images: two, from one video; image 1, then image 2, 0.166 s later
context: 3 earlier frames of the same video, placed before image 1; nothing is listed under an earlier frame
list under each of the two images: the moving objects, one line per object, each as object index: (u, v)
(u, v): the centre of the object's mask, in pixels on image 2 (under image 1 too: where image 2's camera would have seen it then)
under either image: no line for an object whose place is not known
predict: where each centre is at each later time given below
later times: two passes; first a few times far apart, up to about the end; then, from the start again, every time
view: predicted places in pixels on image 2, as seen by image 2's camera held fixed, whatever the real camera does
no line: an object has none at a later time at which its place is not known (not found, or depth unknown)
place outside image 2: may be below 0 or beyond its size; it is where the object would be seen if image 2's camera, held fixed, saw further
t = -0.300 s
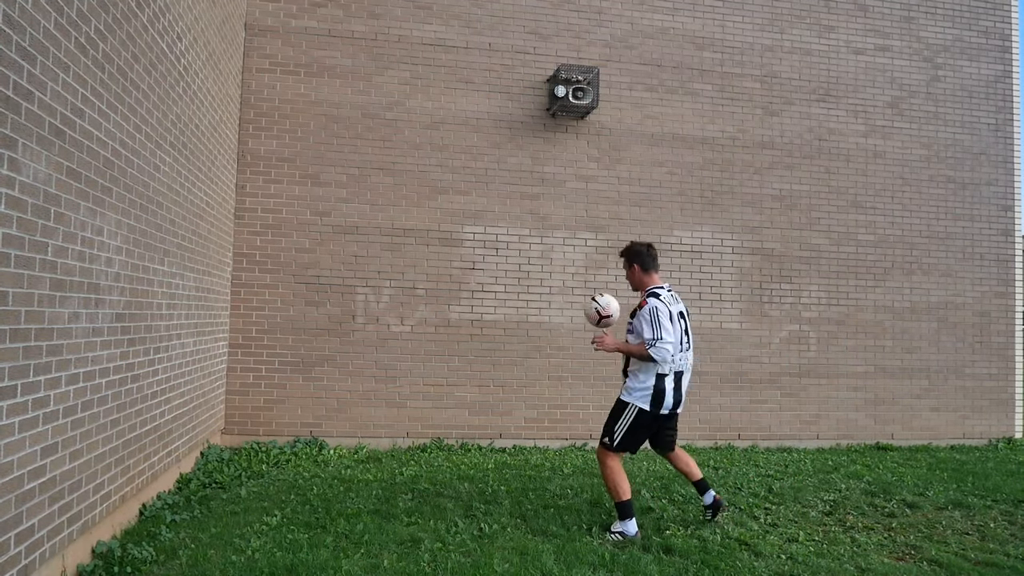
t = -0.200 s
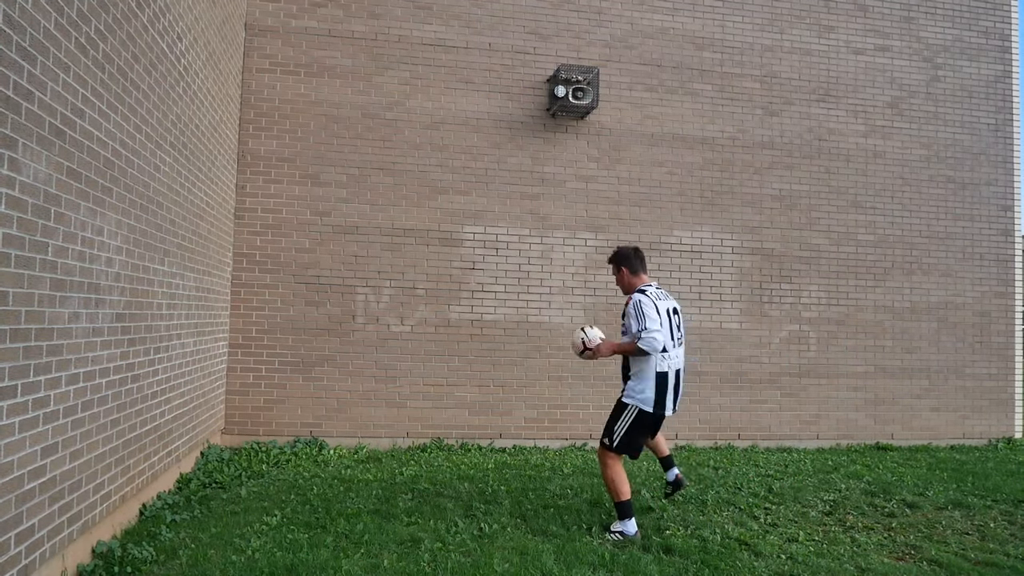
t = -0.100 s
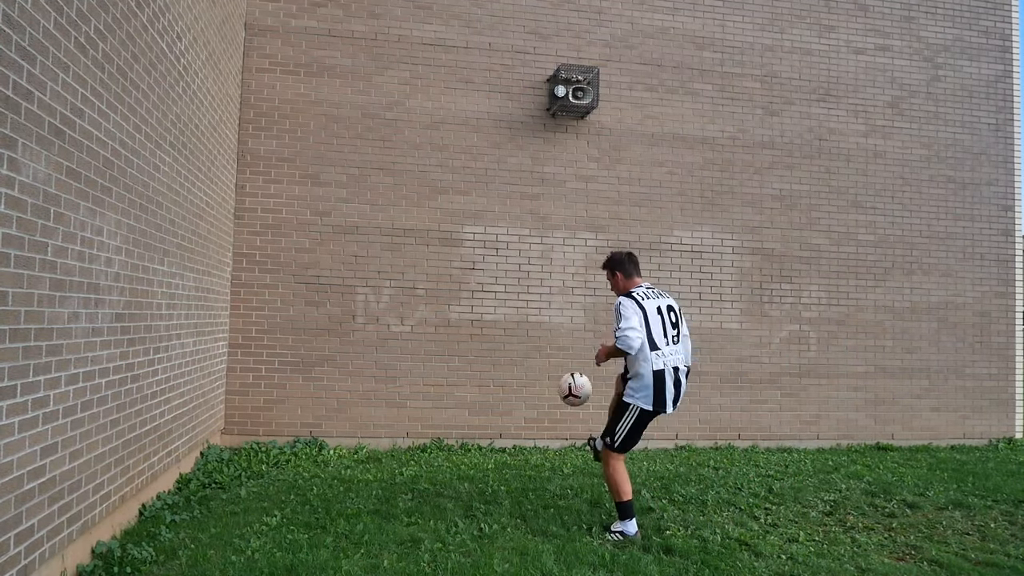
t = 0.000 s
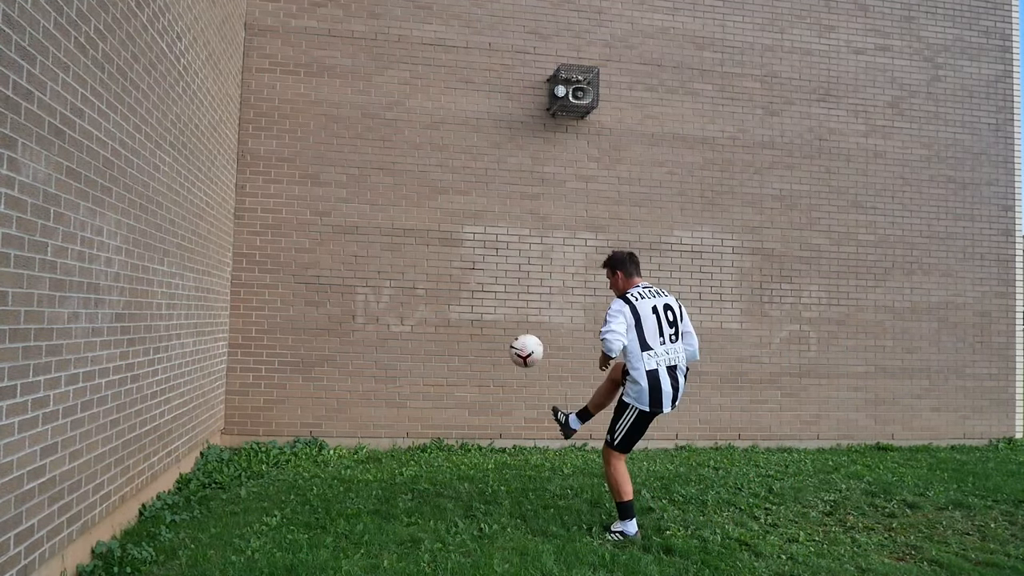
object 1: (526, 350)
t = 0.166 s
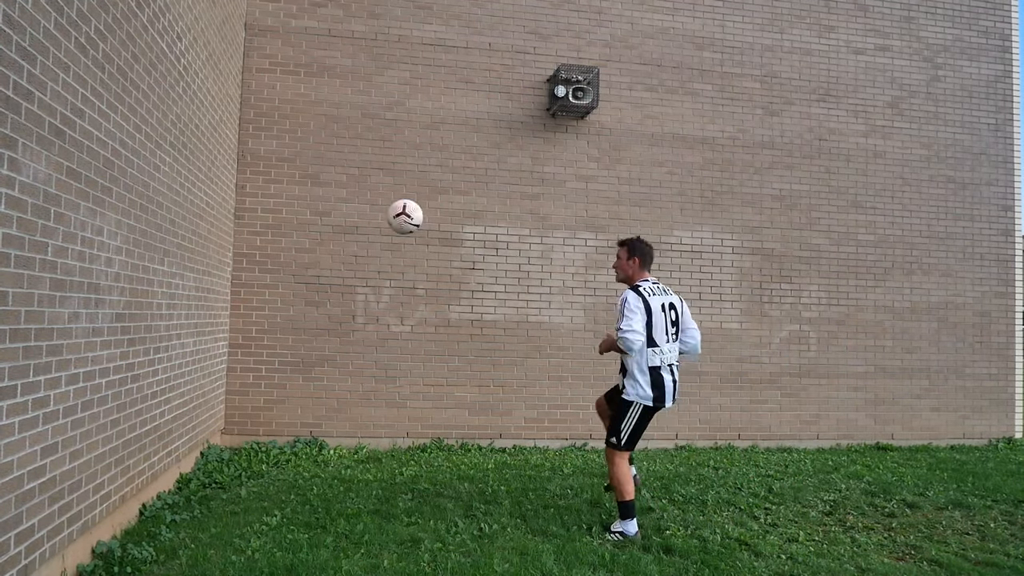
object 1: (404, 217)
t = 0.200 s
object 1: (380, 193)
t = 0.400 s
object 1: (213, 87)
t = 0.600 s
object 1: (297, 47)
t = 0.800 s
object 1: (439, 76)
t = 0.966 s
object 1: (559, 152)
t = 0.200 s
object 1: (380, 193)
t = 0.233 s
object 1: (352, 172)
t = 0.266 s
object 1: (326, 152)
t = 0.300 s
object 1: (299, 133)
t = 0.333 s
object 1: (271, 116)
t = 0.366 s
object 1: (242, 101)
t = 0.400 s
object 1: (213, 87)
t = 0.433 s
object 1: (183, 75)
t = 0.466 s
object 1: (200, 65)
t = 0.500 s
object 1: (224, 58)
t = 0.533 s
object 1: (249, 52)
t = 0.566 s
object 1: (273, 48)
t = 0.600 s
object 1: (297, 47)
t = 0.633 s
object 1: (321, 47)
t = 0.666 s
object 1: (344, 49)
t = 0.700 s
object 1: (368, 53)
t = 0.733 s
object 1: (392, 59)
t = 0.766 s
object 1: (416, 66)
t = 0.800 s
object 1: (439, 76)
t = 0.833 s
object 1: (463, 87)
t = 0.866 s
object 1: (488, 101)
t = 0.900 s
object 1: (511, 116)
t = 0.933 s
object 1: (535, 133)
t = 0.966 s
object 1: (559, 152)
